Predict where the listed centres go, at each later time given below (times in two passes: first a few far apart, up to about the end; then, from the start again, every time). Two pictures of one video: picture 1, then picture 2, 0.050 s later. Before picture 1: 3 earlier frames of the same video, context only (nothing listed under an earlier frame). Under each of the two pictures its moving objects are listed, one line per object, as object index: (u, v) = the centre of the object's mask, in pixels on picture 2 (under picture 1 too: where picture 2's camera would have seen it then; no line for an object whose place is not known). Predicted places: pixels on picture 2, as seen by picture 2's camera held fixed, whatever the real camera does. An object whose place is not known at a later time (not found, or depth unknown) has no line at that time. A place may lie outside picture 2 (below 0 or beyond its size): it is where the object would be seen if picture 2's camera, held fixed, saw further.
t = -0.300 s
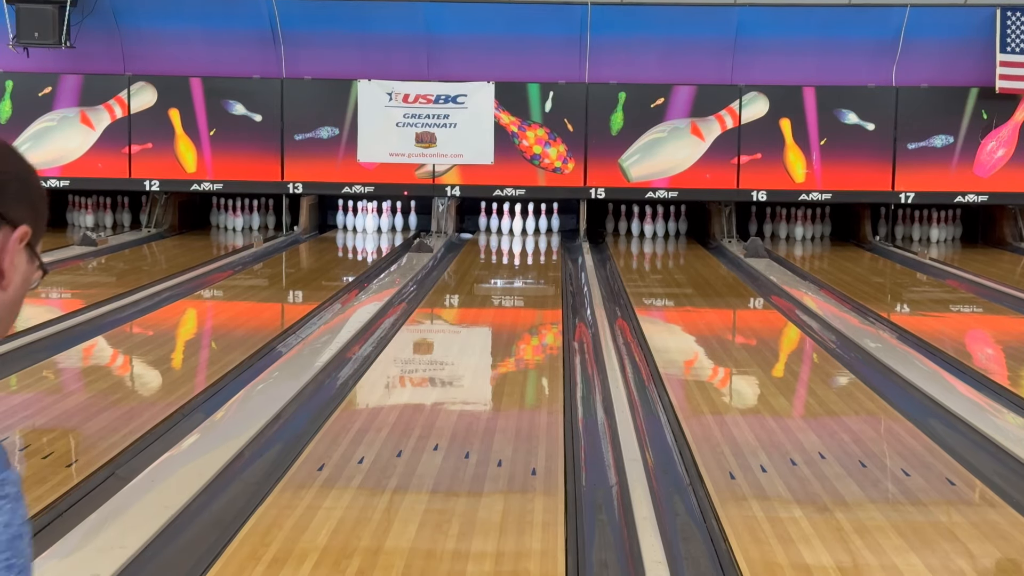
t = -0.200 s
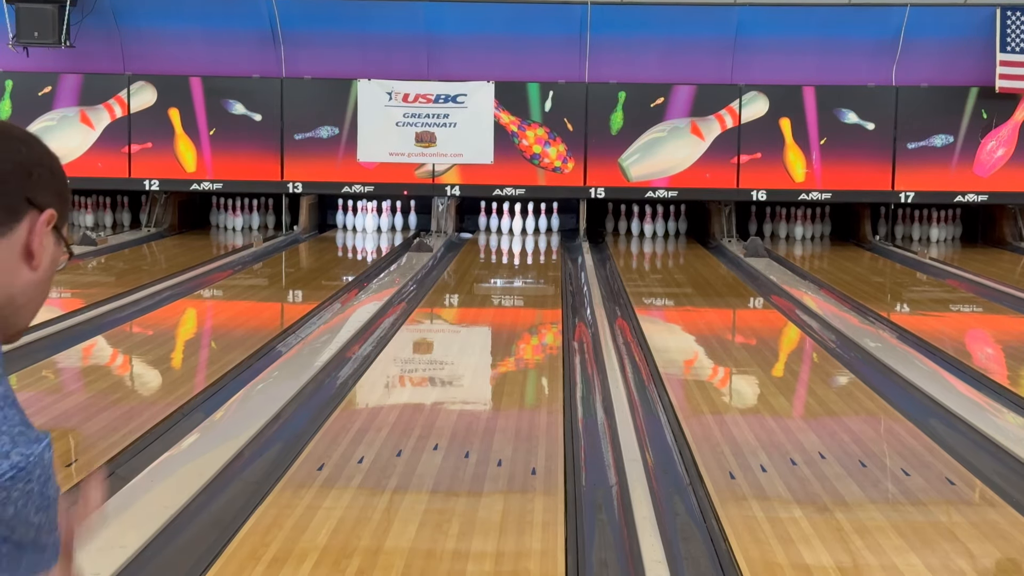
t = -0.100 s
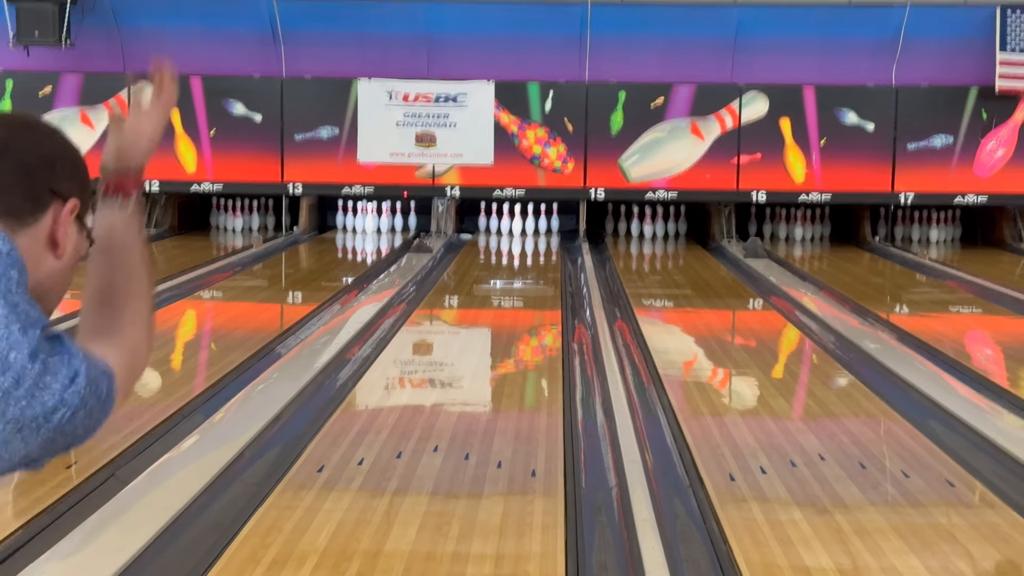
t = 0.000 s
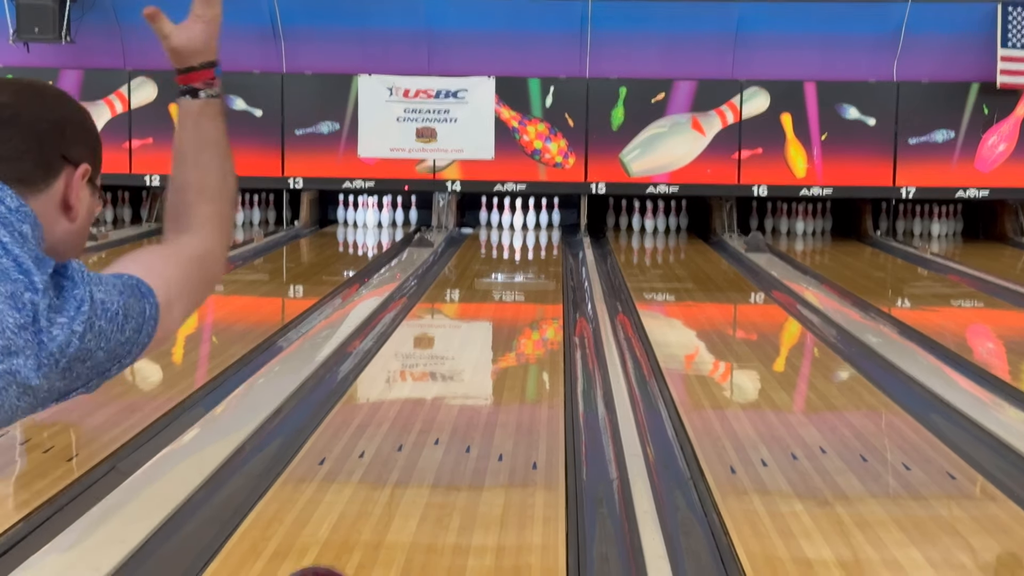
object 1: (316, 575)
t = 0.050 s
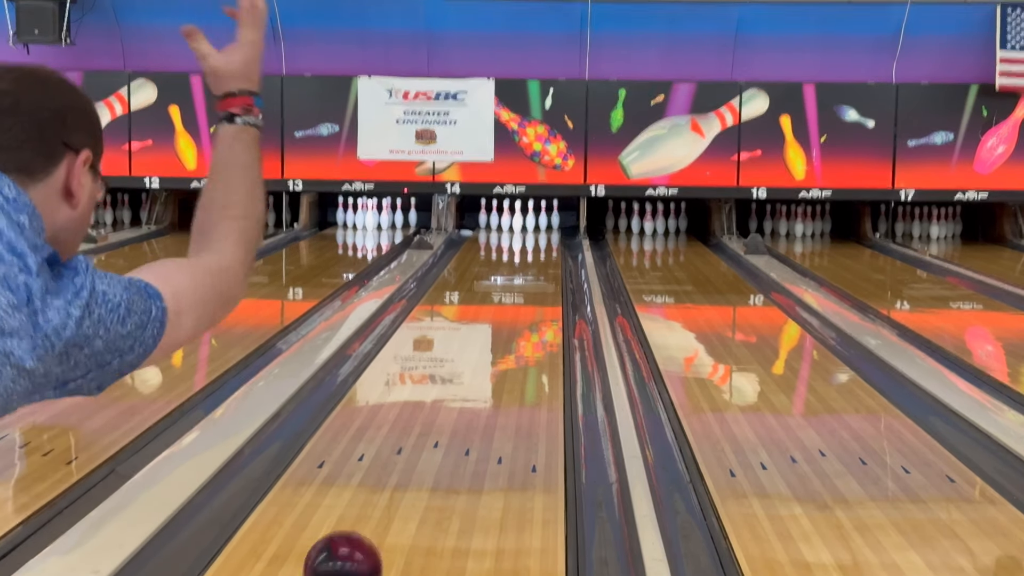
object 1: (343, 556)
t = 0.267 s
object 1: (421, 452)
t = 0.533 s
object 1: (473, 371)
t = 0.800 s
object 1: (503, 323)
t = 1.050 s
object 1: (521, 292)
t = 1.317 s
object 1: (533, 269)
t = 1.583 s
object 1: (540, 251)
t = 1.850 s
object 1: (537, 238)
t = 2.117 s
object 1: (525, 227)
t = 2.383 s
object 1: (511, 221)
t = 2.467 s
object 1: (508, 220)
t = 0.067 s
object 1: (351, 550)
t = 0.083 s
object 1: (358, 544)
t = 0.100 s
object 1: (366, 536)
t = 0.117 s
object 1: (372, 526)
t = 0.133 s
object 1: (379, 515)
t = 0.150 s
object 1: (385, 506)
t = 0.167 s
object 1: (391, 497)
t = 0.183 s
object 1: (396, 488)
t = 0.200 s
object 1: (402, 481)
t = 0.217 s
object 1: (407, 473)
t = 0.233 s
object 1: (411, 466)
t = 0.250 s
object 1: (416, 459)
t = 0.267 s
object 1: (421, 452)
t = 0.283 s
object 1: (425, 445)
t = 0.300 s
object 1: (429, 439)
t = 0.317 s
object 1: (433, 433)
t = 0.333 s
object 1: (437, 427)
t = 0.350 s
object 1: (440, 422)
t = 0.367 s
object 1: (444, 416)
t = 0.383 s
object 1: (447, 411)
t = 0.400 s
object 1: (451, 406)
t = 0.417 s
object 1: (454, 401)
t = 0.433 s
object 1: (457, 396)
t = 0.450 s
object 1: (460, 392)
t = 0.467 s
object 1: (462, 388)
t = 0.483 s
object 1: (465, 383)
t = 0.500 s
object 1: (468, 379)
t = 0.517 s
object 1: (470, 375)
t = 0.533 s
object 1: (473, 371)
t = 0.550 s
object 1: (475, 368)
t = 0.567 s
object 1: (477, 364)
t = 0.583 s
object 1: (479, 360)
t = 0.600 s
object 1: (482, 357)
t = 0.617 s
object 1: (484, 354)
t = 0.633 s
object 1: (486, 350)
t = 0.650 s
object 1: (488, 347)
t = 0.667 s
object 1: (489, 344)
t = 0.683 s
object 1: (491, 341)
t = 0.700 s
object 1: (493, 339)
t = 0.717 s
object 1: (495, 336)
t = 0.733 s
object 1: (497, 333)
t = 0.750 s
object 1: (498, 331)
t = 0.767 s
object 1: (500, 328)
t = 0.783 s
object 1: (501, 325)
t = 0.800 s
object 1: (503, 323)
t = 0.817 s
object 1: (504, 321)
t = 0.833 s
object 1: (506, 318)
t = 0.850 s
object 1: (507, 316)
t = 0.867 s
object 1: (508, 314)
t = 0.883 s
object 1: (510, 311)
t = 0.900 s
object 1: (511, 309)
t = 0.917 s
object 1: (512, 307)
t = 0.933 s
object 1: (513, 305)
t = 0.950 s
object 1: (514, 303)
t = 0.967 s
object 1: (516, 302)
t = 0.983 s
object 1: (517, 300)
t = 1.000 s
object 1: (518, 298)
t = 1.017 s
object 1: (519, 296)
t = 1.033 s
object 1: (520, 294)
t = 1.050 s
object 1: (521, 292)
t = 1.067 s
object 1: (522, 291)
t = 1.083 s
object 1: (523, 289)
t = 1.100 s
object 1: (524, 287)
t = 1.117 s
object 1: (525, 286)
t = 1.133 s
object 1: (525, 284)
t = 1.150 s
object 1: (526, 283)
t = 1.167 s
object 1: (527, 281)
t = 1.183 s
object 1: (528, 280)
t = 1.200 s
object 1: (529, 279)
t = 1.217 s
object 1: (529, 277)
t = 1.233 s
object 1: (530, 276)
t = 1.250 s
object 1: (531, 275)
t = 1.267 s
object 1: (531, 273)
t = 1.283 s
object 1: (532, 272)
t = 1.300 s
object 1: (533, 271)
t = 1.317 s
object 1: (533, 269)
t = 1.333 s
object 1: (534, 268)
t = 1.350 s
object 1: (535, 267)
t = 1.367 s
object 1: (535, 266)
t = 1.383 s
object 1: (536, 264)
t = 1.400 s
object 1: (536, 263)
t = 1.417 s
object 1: (537, 262)
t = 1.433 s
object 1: (537, 261)
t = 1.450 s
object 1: (538, 260)
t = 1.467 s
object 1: (538, 259)
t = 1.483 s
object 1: (538, 257)
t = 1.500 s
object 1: (539, 256)
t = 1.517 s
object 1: (539, 255)
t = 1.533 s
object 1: (539, 254)
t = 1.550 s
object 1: (539, 253)
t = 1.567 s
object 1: (539, 252)
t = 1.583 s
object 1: (540, 251)
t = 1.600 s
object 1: (540, 250)
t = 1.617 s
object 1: (540, 249)
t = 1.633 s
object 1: (540, 248)
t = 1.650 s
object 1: (540, 248)
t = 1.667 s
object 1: (540, 246)
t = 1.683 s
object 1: (540, 246)
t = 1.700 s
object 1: (539, 245)
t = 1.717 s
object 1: (539, 244)
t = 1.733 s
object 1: (539, 243)
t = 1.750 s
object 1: (539, 242)
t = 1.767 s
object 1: (539, 241)
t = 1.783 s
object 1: (538, 240)
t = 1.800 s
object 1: (538, 240)
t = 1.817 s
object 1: (538, 239)
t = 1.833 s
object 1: (537, 238)
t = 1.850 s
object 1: (537, 238)
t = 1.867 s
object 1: (536, 237)
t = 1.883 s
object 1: (536, 236)
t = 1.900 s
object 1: (536, 235)
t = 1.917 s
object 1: (535, 235)
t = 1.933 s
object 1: (534, 234)
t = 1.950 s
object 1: (533, 233)
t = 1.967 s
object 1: (533, 233)
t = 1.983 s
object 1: (532, 232)
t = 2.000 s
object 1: (531, 231)
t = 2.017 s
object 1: (531, 231)
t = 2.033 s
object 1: (530, 230)
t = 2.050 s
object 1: (528, 230)
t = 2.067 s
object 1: (528, 229)
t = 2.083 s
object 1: (527, 228)
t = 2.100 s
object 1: (526, 228)
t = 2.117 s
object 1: (525, 227)
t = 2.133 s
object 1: (524, 226)
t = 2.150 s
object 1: (523, 226)
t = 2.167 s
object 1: (522, 225)
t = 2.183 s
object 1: (521, 225)
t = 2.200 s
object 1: (521, 225)
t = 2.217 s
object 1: (521, 224)
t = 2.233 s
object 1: (520, 224)
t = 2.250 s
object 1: (520, 224)
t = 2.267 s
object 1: (520, 224)
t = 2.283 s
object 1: (518, 223)
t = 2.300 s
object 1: (517, 223)
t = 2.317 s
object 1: (516, 222)
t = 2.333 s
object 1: (516, 222)
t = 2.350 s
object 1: (514, 221)
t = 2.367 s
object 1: (512, 221)
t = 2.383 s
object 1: (511, 221)
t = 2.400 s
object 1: (510, 221)
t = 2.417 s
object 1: (509, 220)
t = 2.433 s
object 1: (510, 220)
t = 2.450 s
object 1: (509, 220)
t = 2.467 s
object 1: (508, 220)
